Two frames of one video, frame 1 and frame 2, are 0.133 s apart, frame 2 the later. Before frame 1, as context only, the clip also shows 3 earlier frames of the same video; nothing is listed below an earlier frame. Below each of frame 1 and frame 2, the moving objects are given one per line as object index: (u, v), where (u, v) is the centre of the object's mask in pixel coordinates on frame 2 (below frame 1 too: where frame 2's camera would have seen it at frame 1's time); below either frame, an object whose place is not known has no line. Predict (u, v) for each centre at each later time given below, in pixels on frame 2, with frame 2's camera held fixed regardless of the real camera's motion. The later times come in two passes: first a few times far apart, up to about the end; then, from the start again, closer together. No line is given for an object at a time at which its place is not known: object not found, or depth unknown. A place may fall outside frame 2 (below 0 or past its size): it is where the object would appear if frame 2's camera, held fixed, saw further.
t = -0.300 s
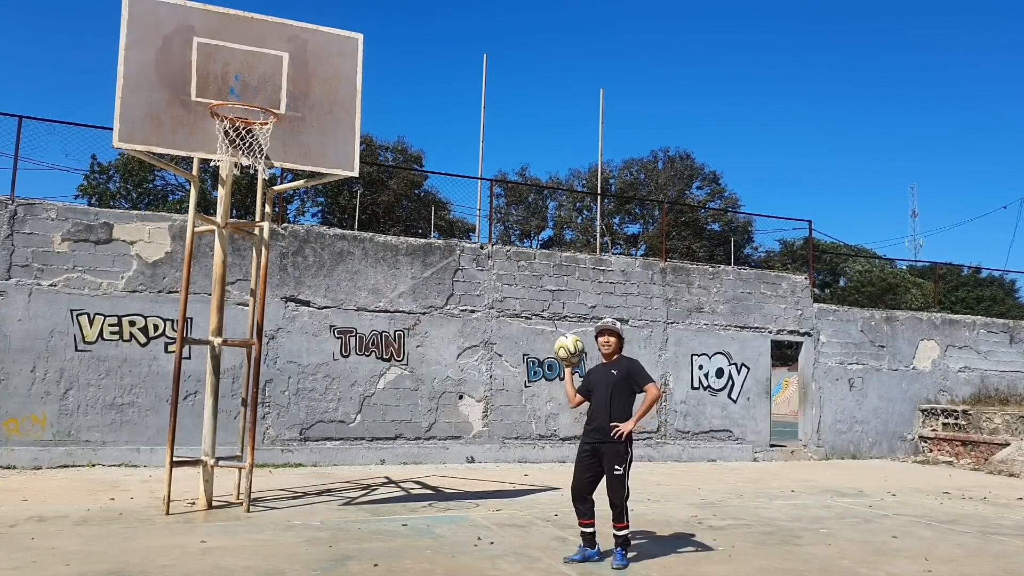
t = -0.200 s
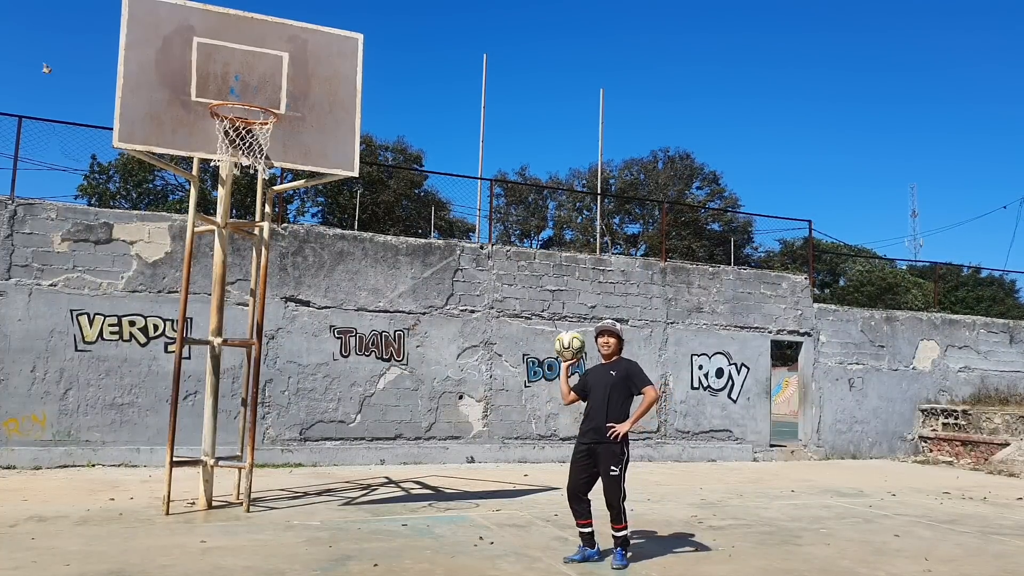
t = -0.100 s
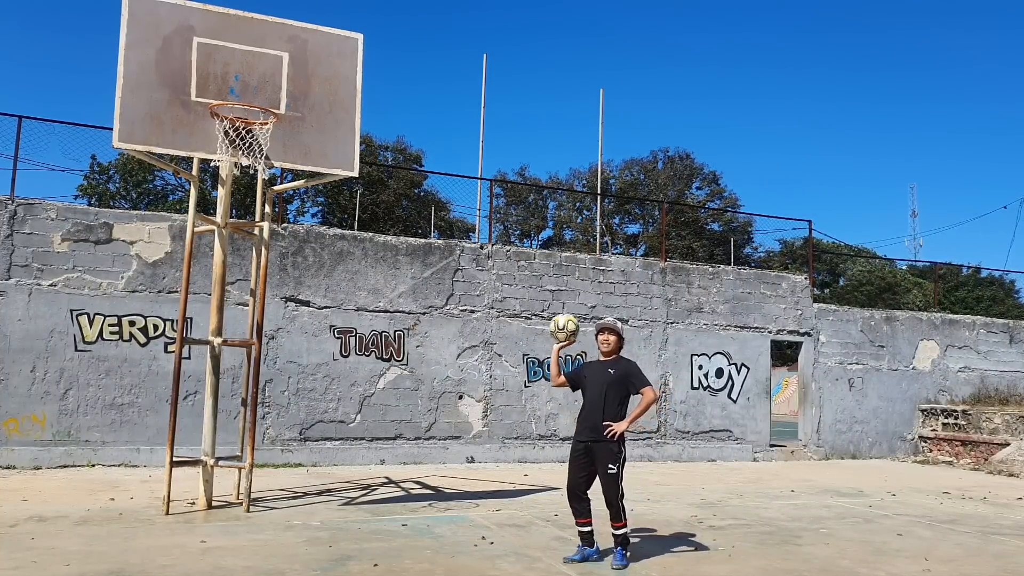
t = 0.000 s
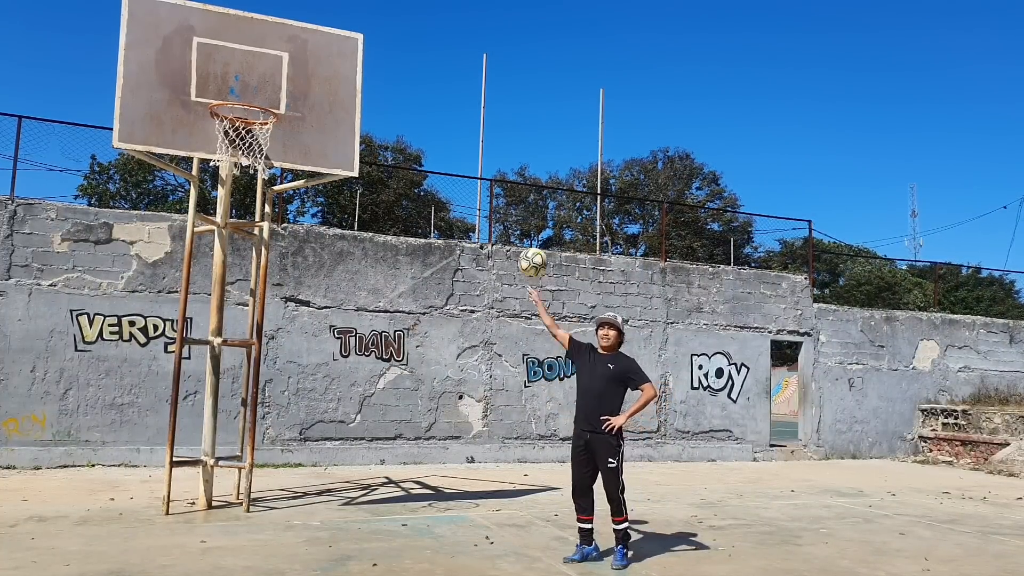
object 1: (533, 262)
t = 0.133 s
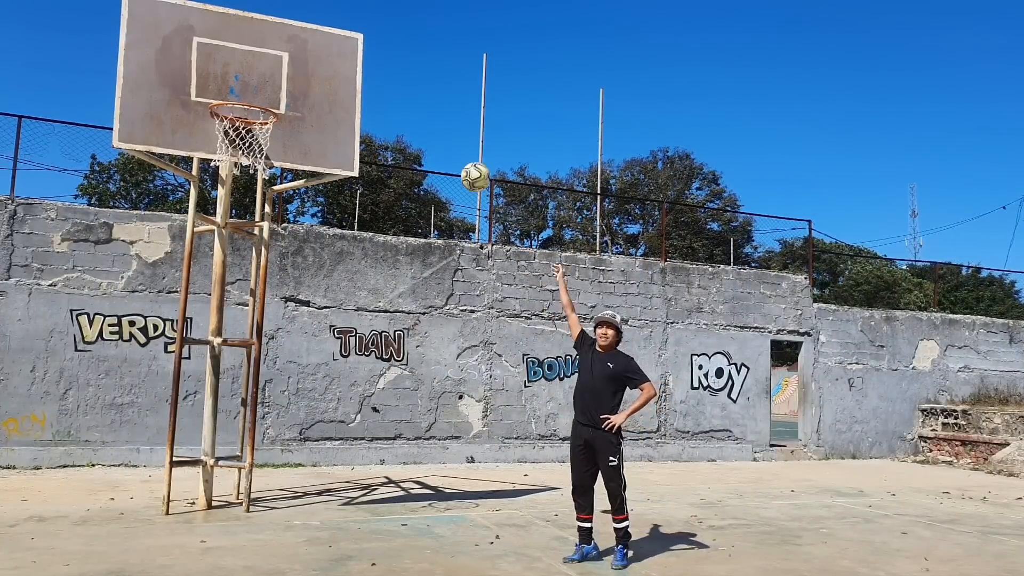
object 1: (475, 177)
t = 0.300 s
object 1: (406, 105)
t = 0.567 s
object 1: (300, 66)
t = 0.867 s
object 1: (224, 98)
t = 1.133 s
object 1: (252, 103)
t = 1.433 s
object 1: (228, 93)
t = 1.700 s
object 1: (231, 138)
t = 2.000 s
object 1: (249, 291)
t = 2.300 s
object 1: (269, 520)
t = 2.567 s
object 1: (310, 355)
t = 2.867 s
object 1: (348, 299)
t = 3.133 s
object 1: (377, 354)
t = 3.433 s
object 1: (405, 542)
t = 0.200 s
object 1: (448, 144)
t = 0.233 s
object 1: (434, 129)
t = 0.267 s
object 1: (420, 116)
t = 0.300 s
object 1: (406, 105)
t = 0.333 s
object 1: (392, 95)
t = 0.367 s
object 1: (379, 87)
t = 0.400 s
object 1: (365, 80)
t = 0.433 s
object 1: (352, 75)
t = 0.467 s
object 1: (339, 71)
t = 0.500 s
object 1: (325, 68)
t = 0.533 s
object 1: (313, 66)
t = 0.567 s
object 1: (300, 66)
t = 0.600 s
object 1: (287, 68)
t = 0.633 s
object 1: (274, 71)
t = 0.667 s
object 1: (265, 73)
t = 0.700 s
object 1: (259, 73)
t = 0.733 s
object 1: (252, 75)
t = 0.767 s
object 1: (245, 79)
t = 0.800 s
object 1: (239, 84)
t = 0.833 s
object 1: (232, 90)
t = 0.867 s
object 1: (224, 98)
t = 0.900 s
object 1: (232, 101)
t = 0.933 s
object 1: (244, 104)
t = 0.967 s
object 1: (256, 106)
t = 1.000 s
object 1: (257, 106)
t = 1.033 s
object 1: (257, 105)
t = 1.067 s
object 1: (257, 107)
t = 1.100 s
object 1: (256, 109)
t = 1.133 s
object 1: (252, 103)
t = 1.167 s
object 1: (248, 100)
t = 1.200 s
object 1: (244, 98)
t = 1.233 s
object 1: (240, 95)
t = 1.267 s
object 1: (237, 98)
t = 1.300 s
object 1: (233, 98)
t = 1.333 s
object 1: (230, 101)
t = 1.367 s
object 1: (229, 98)
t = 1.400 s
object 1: (229, 96)
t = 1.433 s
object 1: (228, 93)
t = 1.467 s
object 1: (228, 93)
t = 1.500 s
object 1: (229, 97)
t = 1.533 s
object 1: (228, 100)
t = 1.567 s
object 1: (226, 105)
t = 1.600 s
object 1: (227, 112)
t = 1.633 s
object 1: (229, 119)
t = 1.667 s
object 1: (230, 128)
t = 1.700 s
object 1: (231, 138)
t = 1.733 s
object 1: (234, 149)
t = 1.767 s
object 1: (236, 161)
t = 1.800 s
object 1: (239, 174)
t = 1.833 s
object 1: (241, 189)
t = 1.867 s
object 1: (243, 206)
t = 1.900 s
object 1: (243, 224)
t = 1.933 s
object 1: (247, 244)
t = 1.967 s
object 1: (248, 266)
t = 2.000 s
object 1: (249, 291)
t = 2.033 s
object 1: (252, 316)
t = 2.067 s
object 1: (253, 344)
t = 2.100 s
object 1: (255, 373)
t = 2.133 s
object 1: (256, 404)
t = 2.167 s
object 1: (258, 436)
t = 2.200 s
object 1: (259, 472)
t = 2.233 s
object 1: (261, 509)
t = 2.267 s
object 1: (263, 545)
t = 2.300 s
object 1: (269, 520)
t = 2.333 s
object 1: (274, 493)
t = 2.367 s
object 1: (279, 468)
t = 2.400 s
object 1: (284, 444)
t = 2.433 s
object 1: (289, 423)
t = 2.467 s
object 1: (294, 403)
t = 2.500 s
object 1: (300, 385)
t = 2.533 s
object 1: (305, 370)
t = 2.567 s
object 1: (310, 355)
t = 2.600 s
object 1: (315, 343)
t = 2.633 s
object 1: (319, 331)
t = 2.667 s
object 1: (324, 322)
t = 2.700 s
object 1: (328, 314)
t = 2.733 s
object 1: (333, 308)
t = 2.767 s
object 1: (337, 303)
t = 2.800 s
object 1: (340, 300)
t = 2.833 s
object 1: (345, 299)
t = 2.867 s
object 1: (348, 299)
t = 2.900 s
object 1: (352, 300)
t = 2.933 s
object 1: (356, 303)
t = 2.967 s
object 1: (360, 307)
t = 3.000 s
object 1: (363, 313)
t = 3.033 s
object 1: (367, 321)
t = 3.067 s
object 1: (370, 331)
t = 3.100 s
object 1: (373, 342)
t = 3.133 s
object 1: (377, 354)
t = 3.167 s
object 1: (380, 368)
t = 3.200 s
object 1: (382, 384)
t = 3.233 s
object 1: (386, 401)
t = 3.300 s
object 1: (393, 441)
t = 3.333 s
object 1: (396, 464)
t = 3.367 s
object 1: (399, 488)
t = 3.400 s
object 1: (402, 514)
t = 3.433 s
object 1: (405, 542)
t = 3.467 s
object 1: (410, 528)
